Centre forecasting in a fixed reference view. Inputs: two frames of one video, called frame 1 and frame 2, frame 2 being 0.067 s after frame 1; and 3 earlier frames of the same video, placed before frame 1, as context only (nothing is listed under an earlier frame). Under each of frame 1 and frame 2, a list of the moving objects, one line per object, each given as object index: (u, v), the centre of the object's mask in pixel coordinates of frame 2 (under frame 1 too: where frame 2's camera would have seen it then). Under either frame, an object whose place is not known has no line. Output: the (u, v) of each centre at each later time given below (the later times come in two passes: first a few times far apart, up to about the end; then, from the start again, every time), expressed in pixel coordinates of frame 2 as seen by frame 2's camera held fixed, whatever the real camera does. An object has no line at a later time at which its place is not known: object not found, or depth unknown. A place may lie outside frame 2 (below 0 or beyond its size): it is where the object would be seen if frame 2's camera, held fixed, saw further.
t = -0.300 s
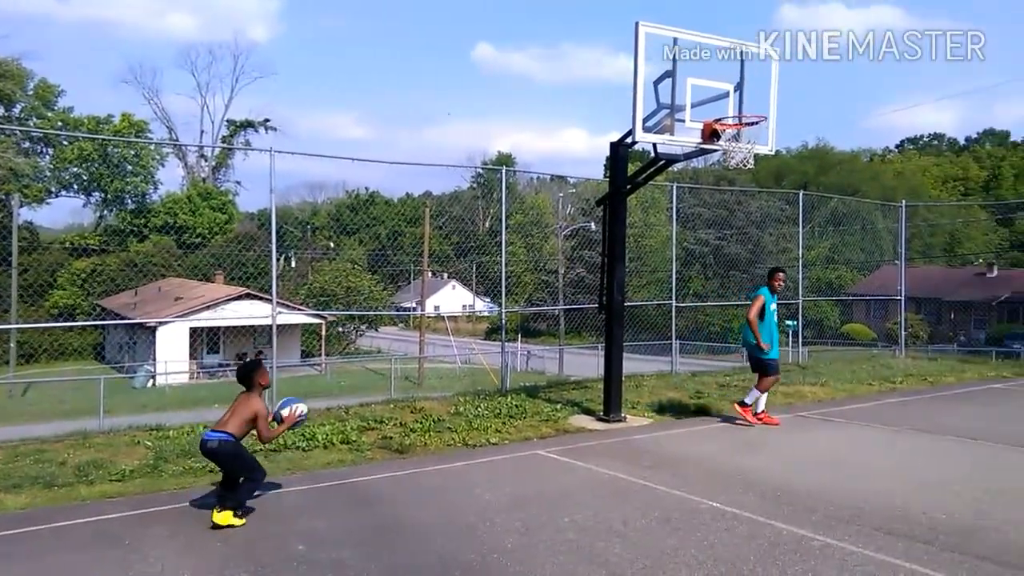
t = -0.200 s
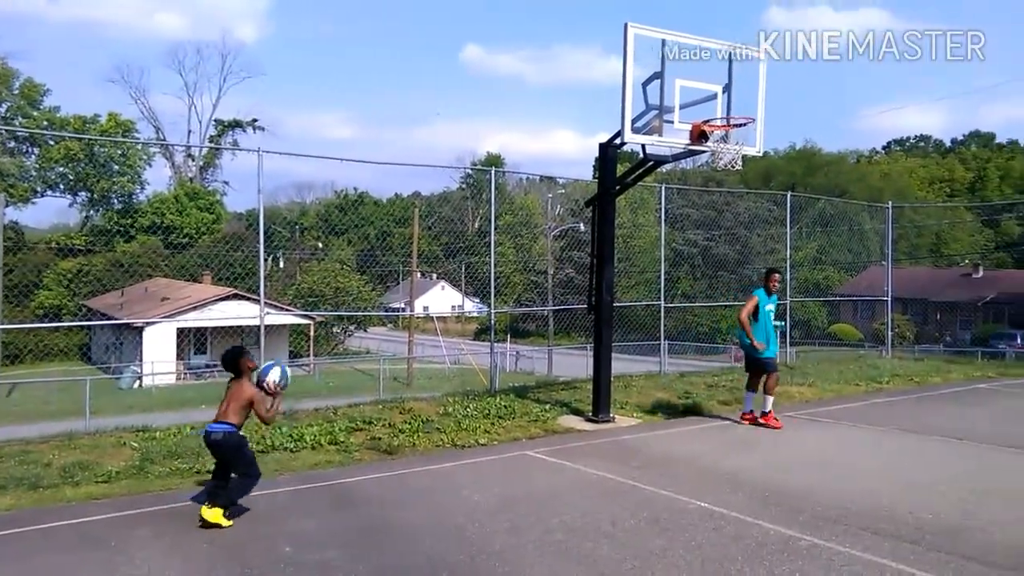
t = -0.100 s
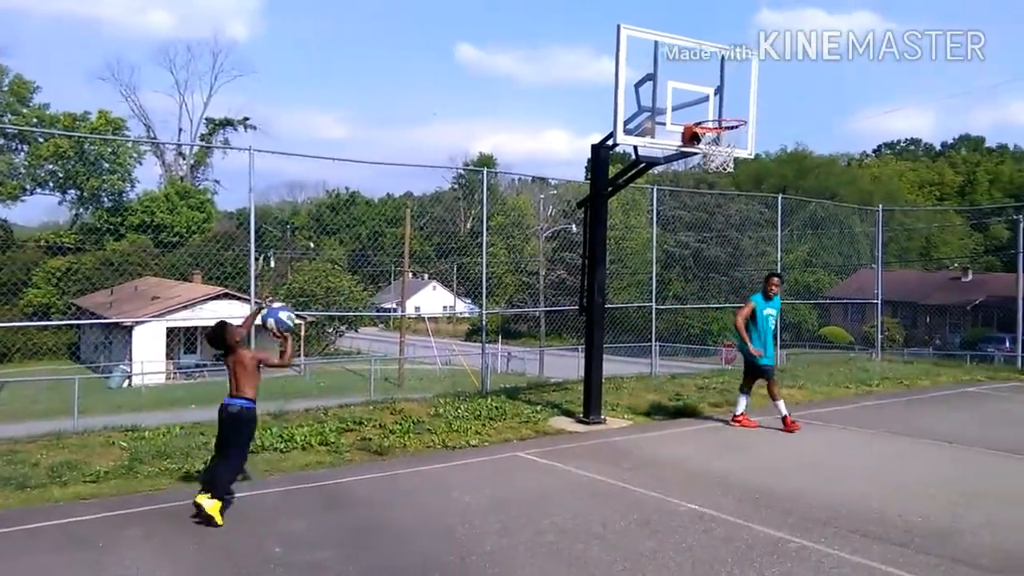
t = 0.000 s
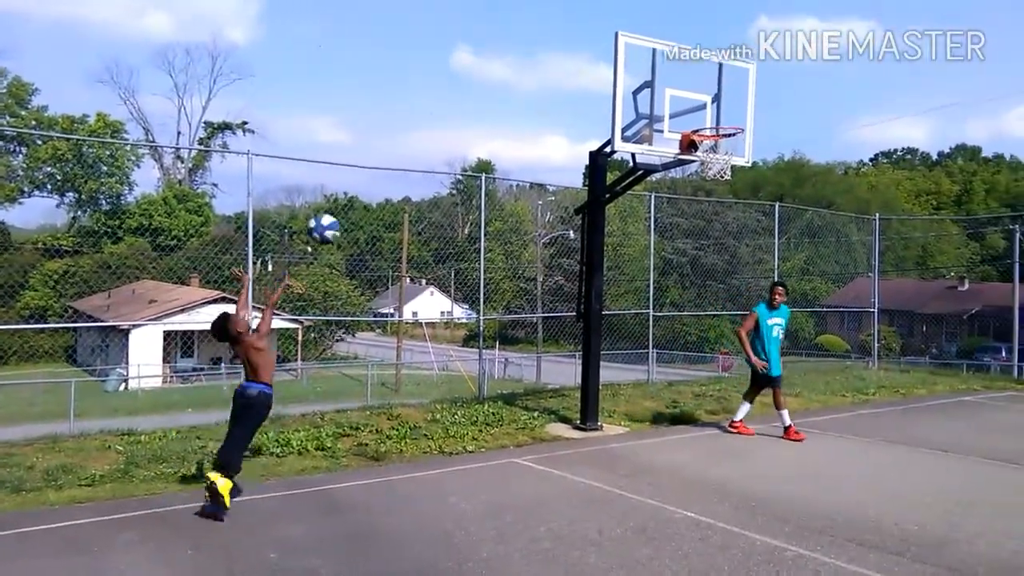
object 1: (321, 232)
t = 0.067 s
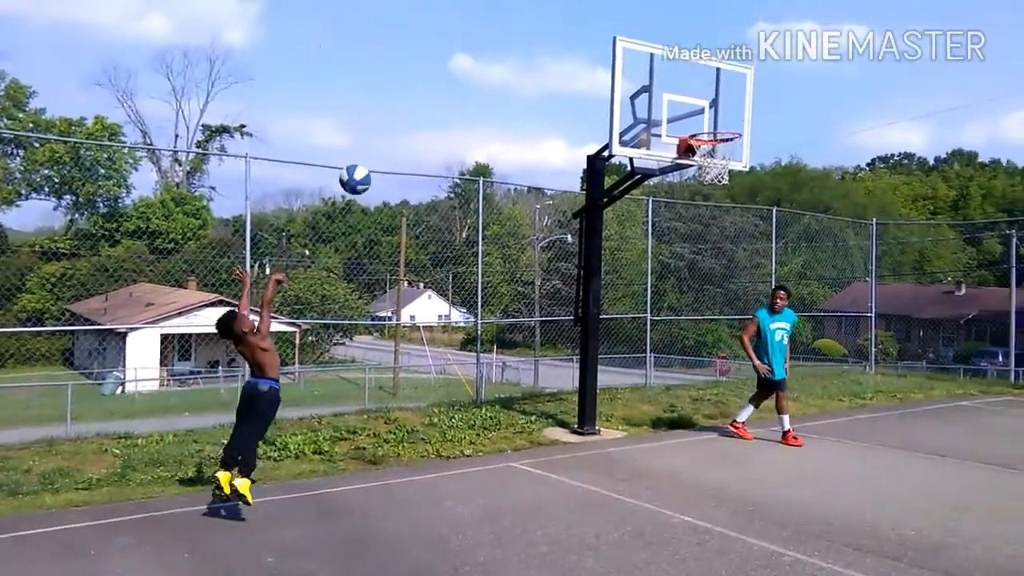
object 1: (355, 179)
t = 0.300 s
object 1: (461, 56)
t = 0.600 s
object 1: (571, 17)
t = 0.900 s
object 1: (662, 80)
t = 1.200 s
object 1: (712, 139)
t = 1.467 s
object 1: (705, 172)
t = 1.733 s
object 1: (721, 202)
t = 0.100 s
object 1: (372, 156)
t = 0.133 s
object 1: (388, 134)
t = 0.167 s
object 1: (403, 115)
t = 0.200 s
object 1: (417, 97)
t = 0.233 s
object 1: (433, 81)
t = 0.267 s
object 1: (448, 68)
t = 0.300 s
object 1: (461, 56)
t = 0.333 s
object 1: (475, 45)
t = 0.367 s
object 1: (488, 36)
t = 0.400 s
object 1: (501, 29)
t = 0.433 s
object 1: (514, 24)
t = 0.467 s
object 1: (527, 20)
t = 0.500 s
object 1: (540, 16)
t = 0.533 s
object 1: (550, 15)
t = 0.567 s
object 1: (561, 16)
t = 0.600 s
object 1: (571, 17)
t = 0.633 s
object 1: (583, 19)
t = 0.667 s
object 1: (594, 23)
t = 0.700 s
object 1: (604, 28)
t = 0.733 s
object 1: (615, 33)
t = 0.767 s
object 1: (625, 41)
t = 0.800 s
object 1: (634, 50)
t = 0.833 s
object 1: (643, 59)
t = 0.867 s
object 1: (652, 70)
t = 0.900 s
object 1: (662, 80)
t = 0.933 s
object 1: (672, 94)
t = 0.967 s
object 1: (680, 107)
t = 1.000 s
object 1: (688, 122)
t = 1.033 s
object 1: (697, 130)
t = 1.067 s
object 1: (706, 133)
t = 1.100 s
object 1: (715, 137)
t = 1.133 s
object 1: (720, 140)
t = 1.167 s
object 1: (716, 139)
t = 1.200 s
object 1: (712, 139)
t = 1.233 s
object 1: (708, 140)
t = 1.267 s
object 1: (708, 146)
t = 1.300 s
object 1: (705, 150)
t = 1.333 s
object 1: (702, 156)
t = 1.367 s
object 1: (701, 163)
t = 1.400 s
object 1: (702, 163)
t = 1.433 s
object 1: (705, 166)
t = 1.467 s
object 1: (705, 172)
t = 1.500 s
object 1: (705, 166)
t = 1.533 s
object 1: (706, 172)
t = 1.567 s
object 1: (711, 176)
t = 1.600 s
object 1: (713, 177)
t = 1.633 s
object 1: (715, 181)
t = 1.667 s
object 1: (717, 189)
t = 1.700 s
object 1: (719, 194)
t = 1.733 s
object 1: (721, 202)
